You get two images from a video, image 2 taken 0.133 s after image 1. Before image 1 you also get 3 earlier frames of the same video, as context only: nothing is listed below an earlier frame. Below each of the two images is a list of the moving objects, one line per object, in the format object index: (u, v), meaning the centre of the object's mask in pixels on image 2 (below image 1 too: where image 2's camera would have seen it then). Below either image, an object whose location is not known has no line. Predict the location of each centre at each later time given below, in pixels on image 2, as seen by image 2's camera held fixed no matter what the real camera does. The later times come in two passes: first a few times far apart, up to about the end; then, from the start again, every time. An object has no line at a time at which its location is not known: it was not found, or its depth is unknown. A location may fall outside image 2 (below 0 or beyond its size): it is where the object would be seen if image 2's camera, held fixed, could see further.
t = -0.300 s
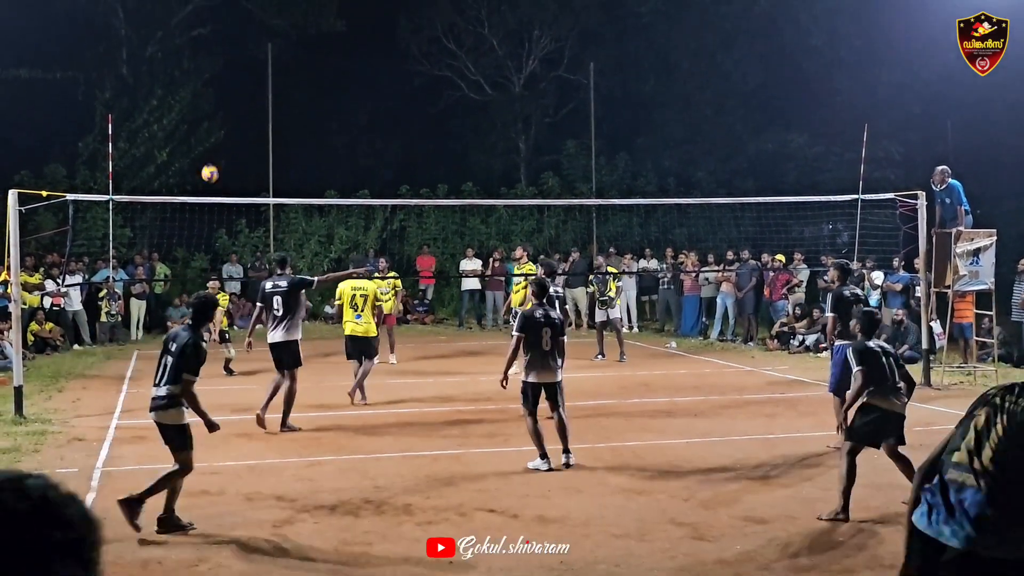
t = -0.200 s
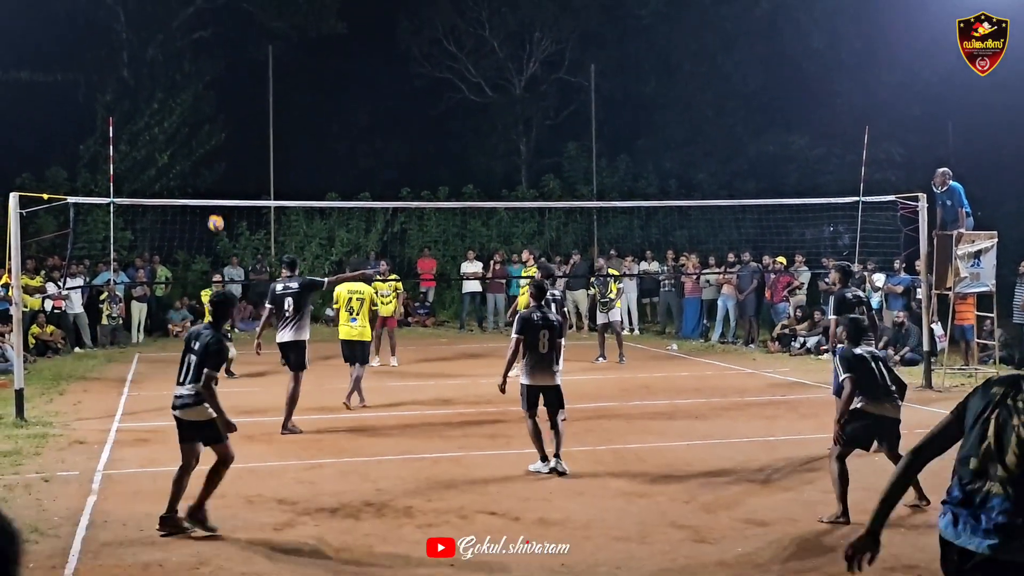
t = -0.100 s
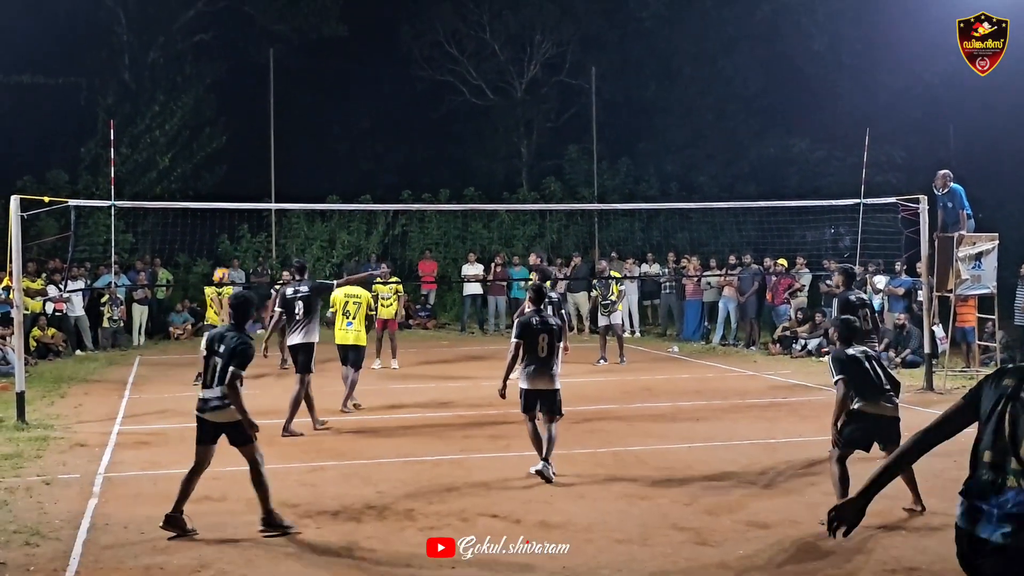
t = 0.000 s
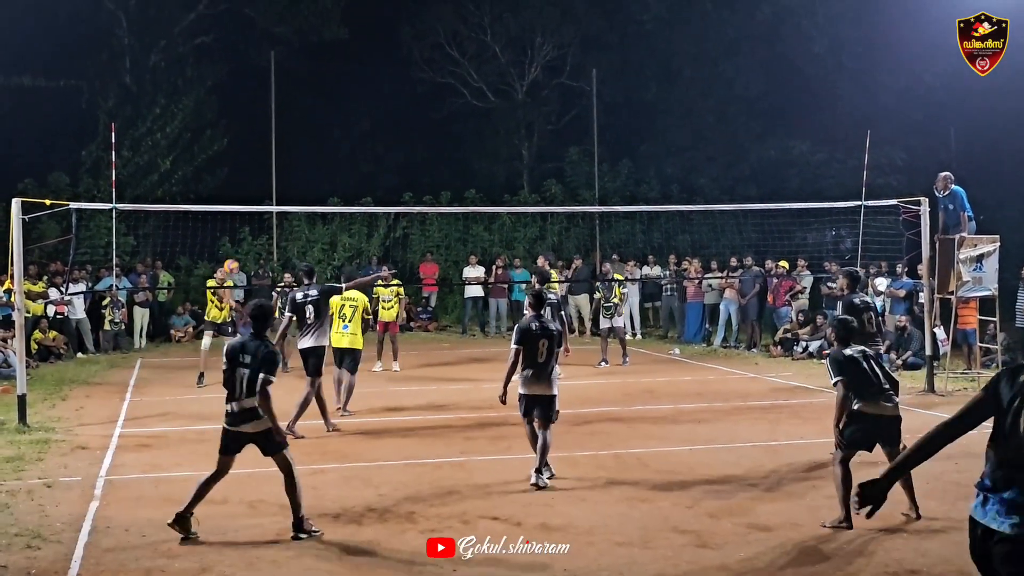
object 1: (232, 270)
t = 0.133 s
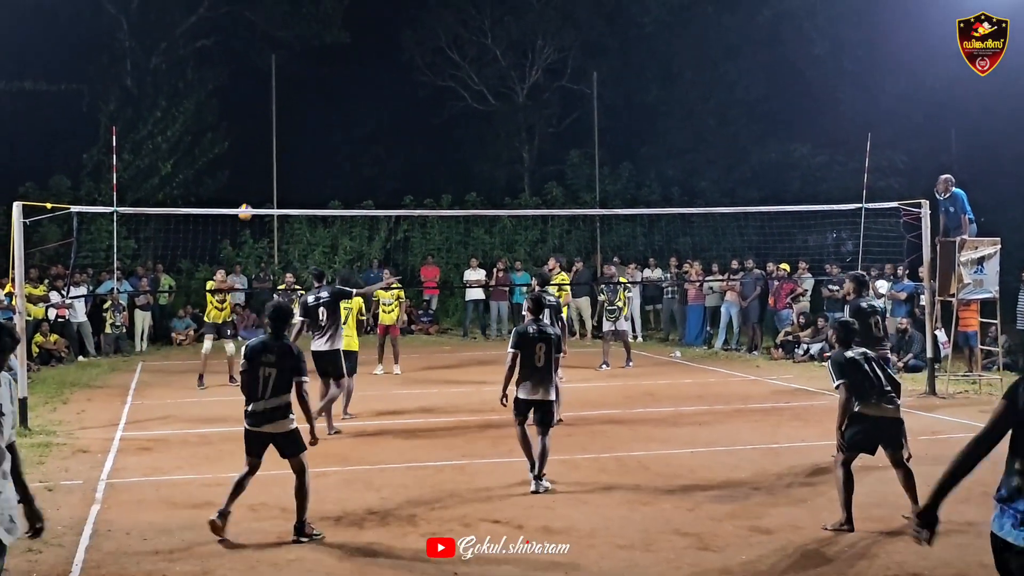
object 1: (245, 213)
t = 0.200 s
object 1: (252, 187)
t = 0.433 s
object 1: (275, 123)
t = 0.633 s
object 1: (296, 99)
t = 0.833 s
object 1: (319, 104)
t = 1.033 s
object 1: (343, 140)
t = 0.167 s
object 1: (249, 199)
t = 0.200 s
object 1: (252, 187)
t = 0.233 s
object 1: (255, 176)
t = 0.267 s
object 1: (259, 165)
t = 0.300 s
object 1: (262, 155)
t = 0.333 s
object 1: (265, 146)
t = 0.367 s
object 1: (268, 138)
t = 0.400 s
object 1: (272, 129)
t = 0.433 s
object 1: (275, 123)
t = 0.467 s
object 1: (279, 117)
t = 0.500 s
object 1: (282, 112)
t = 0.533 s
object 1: (285, 107)
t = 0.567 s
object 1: (289, 104)
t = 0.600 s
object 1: (292, 101)
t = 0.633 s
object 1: (296, 99)
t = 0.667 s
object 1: (300, 98)
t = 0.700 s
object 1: (304, 97)
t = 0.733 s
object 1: (307, 98)
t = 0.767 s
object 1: (311, 99)
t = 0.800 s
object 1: (315, 101)
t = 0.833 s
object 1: (319, 104)
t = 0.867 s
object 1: (323, 108)
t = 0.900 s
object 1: (327, 113)
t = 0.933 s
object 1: (331, 118)
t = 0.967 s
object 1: (335, 125)
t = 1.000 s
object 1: (339, 132)
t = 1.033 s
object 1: (343, 140)
